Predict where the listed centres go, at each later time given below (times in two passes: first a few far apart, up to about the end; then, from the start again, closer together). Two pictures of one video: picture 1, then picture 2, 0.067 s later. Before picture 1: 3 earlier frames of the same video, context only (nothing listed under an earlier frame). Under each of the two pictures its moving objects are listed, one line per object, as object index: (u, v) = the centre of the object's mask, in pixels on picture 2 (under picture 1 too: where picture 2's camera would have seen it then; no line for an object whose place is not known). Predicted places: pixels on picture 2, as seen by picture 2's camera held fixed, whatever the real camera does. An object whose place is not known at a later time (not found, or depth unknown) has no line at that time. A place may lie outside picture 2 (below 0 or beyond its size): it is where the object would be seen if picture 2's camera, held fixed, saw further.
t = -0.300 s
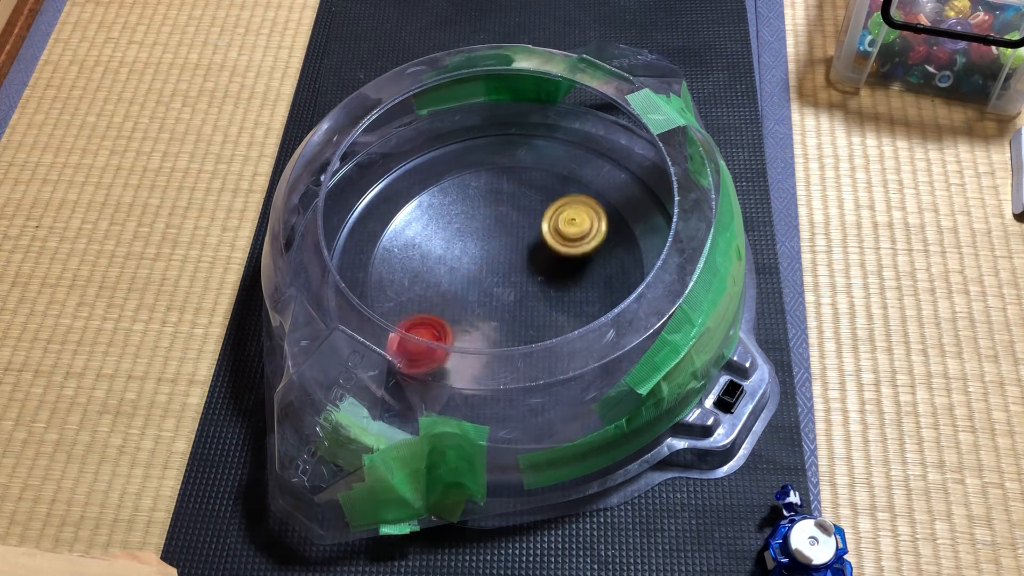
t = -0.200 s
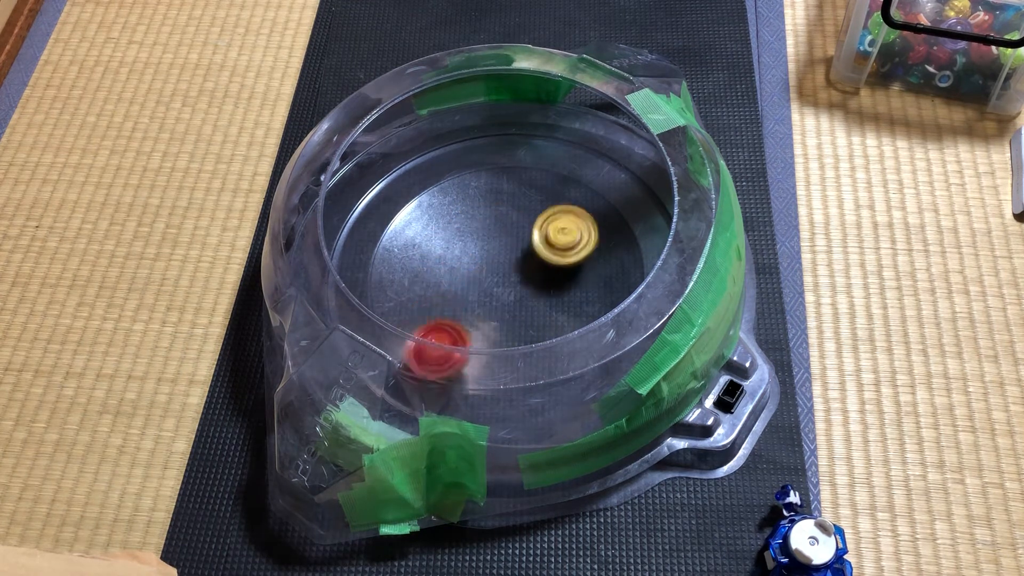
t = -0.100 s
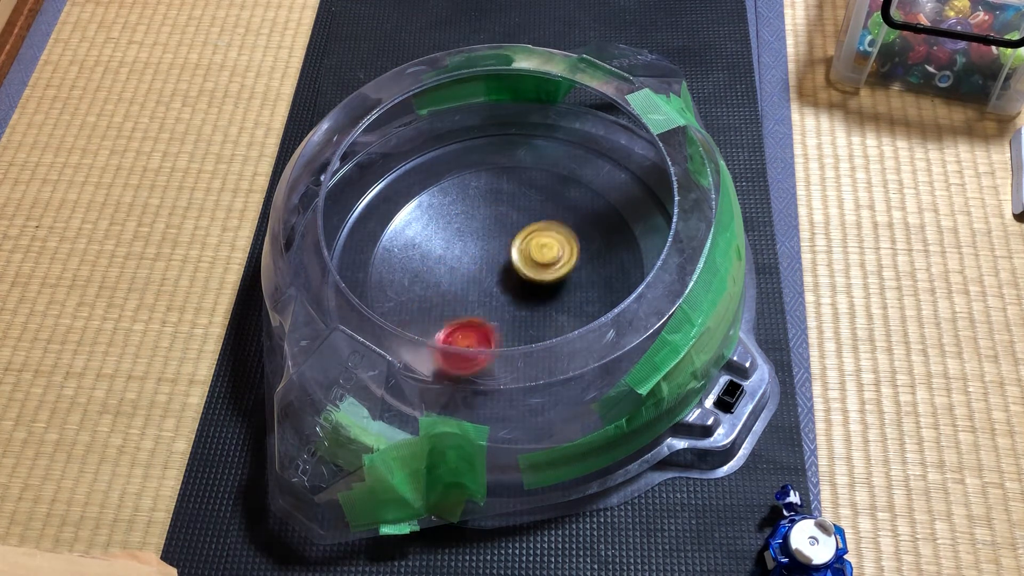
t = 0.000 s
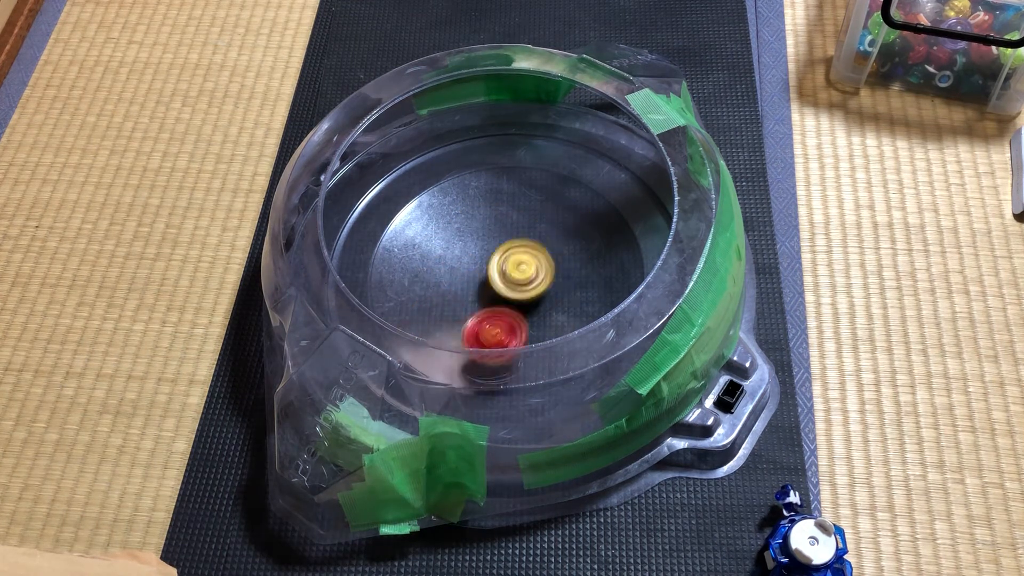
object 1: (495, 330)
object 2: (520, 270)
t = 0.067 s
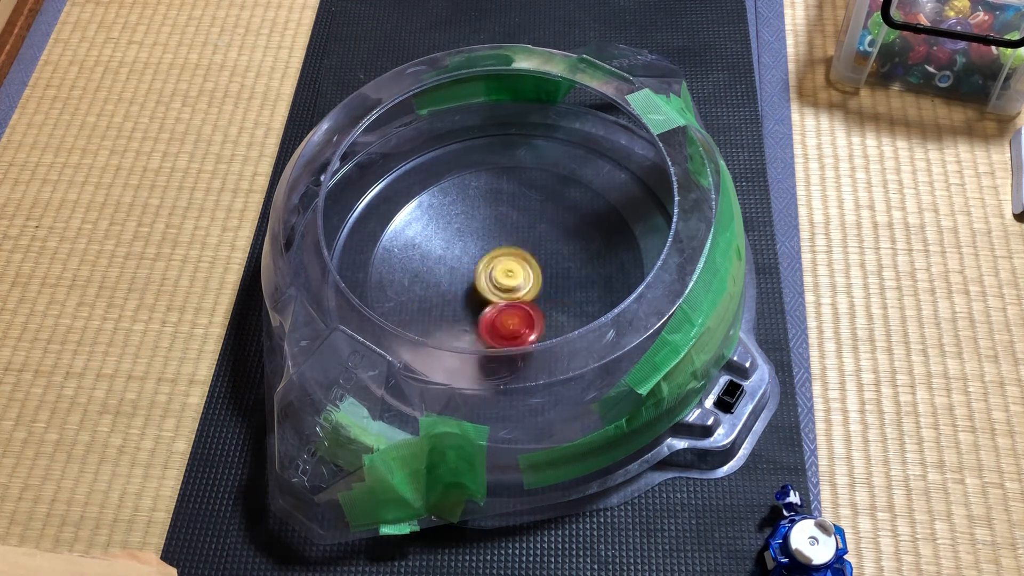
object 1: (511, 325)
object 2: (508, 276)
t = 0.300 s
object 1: (557, 316)
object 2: (485, 240)
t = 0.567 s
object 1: (559, 288)
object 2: (500, 257)
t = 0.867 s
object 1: (560, 272)
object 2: (468, 261)
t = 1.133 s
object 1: (552, 265)
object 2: (477, 267)
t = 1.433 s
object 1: (547, 253)
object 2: (481, 270)
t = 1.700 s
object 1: (550, 253)
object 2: (474, 271)
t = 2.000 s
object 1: (539, 262)
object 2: (473, 277)
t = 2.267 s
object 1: (532, 259)
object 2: (470, 279)
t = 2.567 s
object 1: (547, 248)
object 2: (500, 290)
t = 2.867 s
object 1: (549, 240)
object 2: (518, 297)
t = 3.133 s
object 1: (533, 233)
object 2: (500, 294)
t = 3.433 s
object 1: (515, 232)
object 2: (476, 283)
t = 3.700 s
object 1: (517, 229)
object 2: (484, 294)
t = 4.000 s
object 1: (529, 237)
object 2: (520, 293)
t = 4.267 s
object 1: (514, 242)
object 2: (550, 287)
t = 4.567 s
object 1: (476, 250)
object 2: (533, 285)
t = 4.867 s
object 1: (446, 260)
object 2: (517, 280)
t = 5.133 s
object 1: (461, 274)
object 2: (527, 287)
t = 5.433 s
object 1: (473, 265)
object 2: (526, 287)
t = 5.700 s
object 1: (473, 263)
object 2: (526, 287)
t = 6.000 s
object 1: (473, 263)
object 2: (526, 287)
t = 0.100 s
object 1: (520, 325)
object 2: (502, 268)
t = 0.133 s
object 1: (529, 326)
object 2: (495, 258)
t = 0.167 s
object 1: (536, 326)
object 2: (491, 250)
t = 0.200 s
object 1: (544, 323)
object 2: (488, 243)
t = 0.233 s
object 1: (549, 321)
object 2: (485, 240)
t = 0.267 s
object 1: (554, 318)
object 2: (485, 238)
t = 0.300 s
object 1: (557, 316)
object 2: (485, 240)
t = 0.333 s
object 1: (558, 313)
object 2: (487, 241)
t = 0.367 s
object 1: (559, 310)
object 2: (489, 243)
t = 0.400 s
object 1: (560, 306)
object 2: (491, 246)
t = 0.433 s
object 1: (559, 302)
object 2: (494, 248)
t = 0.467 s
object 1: (558, 298)
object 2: (496, 252)
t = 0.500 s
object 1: (557, 293)
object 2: (499, 254)
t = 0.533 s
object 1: (556, 290)
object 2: (501, 257)
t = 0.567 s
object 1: (559, 288)
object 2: (500, 257)
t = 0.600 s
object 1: (564, 286)
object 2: (495, 257)
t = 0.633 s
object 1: (565, 284)
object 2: (491, 257)
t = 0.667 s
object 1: (562, 282)
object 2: (489, 258)
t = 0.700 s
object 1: (558, 280)
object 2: (489, 260)
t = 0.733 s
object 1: (555, 277)
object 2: (489, 261)
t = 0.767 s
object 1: (556, 276)
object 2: (484, 261)
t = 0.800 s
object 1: (559, 275)
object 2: (476, 260)
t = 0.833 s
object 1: (560, 274)
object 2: (470, 260)
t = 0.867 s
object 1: (560, 272)
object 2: (468, 261)
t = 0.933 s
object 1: (559, 270)
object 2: (470, 262)
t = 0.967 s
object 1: (557, 269)
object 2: (472, 262)
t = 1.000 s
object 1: (555, 268)
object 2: (476, 263)
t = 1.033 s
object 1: (552, 267)
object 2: (479, 264)
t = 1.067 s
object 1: (549, 266)
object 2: (482, 264)
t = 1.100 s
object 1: (550, 265)
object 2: (481, 266)
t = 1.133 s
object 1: (552, 265)
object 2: (477, 267)
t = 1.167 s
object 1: (551, 264)
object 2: (475, 268)
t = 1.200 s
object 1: (548, 263)
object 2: (476, 269)
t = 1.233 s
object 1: (546, 261)
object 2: (478, 269)
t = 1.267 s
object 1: (545, 260)
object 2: (480, 270)
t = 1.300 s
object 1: (548, 258)
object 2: (477, 270)
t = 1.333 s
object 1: (548, 256)
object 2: (478, 270)
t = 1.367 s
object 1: (548, 255)
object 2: (478, 271)
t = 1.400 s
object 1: (547, 254)
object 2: (481, 270)
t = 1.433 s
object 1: (547, 253)
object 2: (481, 270)
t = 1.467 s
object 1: (551, 252)
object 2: (478, 270)
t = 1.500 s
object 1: (551, 252)
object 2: (477, 269)
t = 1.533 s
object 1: (551, 252)
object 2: (477, 269)
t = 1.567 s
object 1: (550, 252)
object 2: (478, 269)
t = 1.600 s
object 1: (548, 252)
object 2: (480, 269)
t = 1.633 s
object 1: (547, 253)
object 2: (481, 269)
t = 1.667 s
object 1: (548, 253)
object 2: (478, 270)
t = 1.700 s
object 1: (550, 253)
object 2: (474, 271)
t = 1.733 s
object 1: (549, 254)
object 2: (473, 272)
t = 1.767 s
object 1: (547, 255)
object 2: (474, 274)
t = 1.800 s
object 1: (544, 257)
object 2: (476, 274)
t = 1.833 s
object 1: (542, 258)
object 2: (476, 275)
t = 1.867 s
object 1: (546, 258)
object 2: (471, 276)
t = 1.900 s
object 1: (546, 259)
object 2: (469, 277)
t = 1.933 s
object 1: (544, 260)
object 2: (469, 277)
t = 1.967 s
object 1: (542, 261)
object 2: (471, 277)
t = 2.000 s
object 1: (539, 262)
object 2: (473, 277)
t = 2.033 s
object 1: (543, 261)
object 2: (469, 277)
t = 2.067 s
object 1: (548, 259)
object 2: (463, 279)
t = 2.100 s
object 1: (548, 259)
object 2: (459, 280)
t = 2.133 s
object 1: (546, 259)
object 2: (459, 281)
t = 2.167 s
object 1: (543, 259)
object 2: (459, 280)
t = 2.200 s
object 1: (539, 259)
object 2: (462, 281)
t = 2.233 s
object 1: (536, 259)
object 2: (466, 280)
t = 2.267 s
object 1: (532, 259)
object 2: (470, 279)
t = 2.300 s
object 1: (530, 259)
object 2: (473, 279)
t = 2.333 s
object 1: (535, 258)
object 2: (473, 280)
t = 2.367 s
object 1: (541, 257)
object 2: (473, 280)
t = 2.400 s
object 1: (542, 256)
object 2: (475, 281)
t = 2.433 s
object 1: (541, 256)
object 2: (479, 281)
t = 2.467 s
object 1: (541, 254)
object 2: (483, 282)
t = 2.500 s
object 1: (543, 252)
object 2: (488, 285)
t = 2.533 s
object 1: (544, 250)
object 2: (494, 287)
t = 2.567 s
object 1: (547, 248)
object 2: (500, 290)
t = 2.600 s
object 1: (550, 245)
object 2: (503, 292)
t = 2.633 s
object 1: (552, 244)
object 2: (508, 294)
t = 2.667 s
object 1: (552, 244)
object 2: (513, 294)
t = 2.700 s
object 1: (552, 244)
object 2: (517, 295)
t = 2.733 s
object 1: (552, 239)
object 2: (519, 298)
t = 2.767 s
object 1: (552, 237)
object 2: (519, 300)
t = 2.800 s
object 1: (551, 238)
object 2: (519, 300)
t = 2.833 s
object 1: (550, 238)
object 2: (519, 298)
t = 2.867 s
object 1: (549, 240)
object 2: (518, 297)
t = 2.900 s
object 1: (548, 241)
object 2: (517, 295)
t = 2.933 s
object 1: (549, 235)
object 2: (513, 298)
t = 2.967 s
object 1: (548, 231)
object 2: (509, 301)
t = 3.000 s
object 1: (547, 229)
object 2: (505, 302)
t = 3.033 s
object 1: (543, 230)
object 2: (504, 302)
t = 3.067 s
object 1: (540, 231)
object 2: (502, 301)
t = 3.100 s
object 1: (537, 232)
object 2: (502, 297)
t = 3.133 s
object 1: (533, 233)
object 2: (500, 294)
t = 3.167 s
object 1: (529, 235)
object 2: (498, 290)
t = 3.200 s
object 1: (525, 235)
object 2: (495, 287)
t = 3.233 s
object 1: (525, 233)
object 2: (491, 286)
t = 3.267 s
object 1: (525, 232)
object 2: (486, 286)
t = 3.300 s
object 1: (522, 232)
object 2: (482, 285)
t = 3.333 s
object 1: (519, 232)
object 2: (478, 283)
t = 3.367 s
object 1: (517, 232)
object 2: (477, 282)
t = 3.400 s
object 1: (516, 232)
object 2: (477, 282)
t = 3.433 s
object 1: (515, 232)
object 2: (476, 283)
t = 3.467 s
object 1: (513, 231)
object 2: (475, 284)
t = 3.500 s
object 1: (512, 232)
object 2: (475, 285)
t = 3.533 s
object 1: (510, 233)
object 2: (475, 286)
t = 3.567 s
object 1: (508, 234)
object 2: (477, 286)
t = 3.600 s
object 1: (511, 234)
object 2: (477, 286)
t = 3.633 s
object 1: (509, 233)
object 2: (480, 287)
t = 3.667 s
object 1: (512, 234)
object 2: (484, 287)
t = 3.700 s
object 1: (517, 229)
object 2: (484, 294)
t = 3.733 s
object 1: (522, 224)
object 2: (487, 298)
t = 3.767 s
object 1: (526, 220)
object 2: (489, 303)
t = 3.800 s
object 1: (529, 220)
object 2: (495, 304)
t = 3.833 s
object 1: (530, 221)
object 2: (499, 306)
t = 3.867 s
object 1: (530, 223)
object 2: (504, 304)
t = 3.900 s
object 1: (530, 225)
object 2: (506, 302)
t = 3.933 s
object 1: (530, 228)
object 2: (511, 299)
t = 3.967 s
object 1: (529, 232)
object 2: (515, 297)
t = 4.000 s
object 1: (529, 237)
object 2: (520, 293)
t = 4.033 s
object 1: (530, 237)
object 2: (521, 293)
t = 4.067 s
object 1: (531, 235)
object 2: (527, 293)
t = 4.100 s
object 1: (530, 236)
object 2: (531, 293)
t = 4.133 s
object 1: (527, 239)
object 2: (537, 290)
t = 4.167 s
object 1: (523, 241)
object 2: (542, 289)
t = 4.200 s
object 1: (519, 241)
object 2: (546, 288)
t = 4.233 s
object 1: (517, 242)
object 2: (549, 288)
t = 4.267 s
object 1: (514, 242)
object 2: (550, 287)
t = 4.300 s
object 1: (512, 243)
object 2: (550, 287)
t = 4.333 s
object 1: (510, 244)
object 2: (549, 287)
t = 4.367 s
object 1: (508, 244)
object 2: (548, 286)
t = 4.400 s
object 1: (503, 242)
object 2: (548, 286)
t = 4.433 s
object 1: (496, 242)
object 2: (548, 285)
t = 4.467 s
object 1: (489, 243)
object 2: (546, 285)
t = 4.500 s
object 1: (484, 245)
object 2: (544, 285)
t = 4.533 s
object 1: (480, 247)
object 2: (539, 285)
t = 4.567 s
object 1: (476, 250)
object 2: (533, 285)
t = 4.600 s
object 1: (473, 252)
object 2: (525, 284)
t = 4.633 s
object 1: (469, 253)
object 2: (519, 283)
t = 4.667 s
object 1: (462, 253)
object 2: (516, 281)
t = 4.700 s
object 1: (457, 253)
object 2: (515, 280)
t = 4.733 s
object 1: (450, 254)
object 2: (515, 280)
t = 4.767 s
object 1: (446, 254)
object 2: (516, 280)
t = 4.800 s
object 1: (443, 255)
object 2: (517, 280)
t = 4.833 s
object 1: (444, 258)
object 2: (517, 281)
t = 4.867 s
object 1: (446, 260)
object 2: (517, 280)
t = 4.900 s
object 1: (450, 263)
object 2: (517, 280)
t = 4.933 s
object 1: (455, 266)
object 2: (518, 280)
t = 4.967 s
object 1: (458, 270)
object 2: (518, 279)
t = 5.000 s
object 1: (455, 270)
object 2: (525, 281)
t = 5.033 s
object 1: (455, 270)
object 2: (530, 282)
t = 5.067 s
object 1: (456, 272)
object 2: (531, 284)
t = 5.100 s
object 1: (458, 274)
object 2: (529, 285)
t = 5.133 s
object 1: (461, 274)
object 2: (527, 287)
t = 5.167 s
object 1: (461, 273)
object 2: (528, 287)
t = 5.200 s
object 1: (463, 272)
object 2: (529, 287)
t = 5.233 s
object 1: (466, 271)
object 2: (529, 287)
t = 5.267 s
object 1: (468, 266)
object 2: (529, 287)
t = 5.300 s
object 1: (469, 263)
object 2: (530, 287)
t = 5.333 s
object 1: (469, 262)
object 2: (529, 288)
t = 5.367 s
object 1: (471, 264)
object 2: (529, 287)
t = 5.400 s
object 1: (472, 265)
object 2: (528, 287)
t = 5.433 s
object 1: (473, 265)
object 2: (526, 287)
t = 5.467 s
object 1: (473, 264)
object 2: (526, 287)
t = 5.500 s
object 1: (473, 263)
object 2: (526, 287)
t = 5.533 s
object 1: (474, 263)
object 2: (526, 287)
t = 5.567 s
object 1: (474, 262)
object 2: (526, 287)
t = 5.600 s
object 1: (474, 262)
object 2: (526, 287)
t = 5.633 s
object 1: (474, 263)
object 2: (526, 287)
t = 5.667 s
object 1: (473, 263)
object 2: (526, 287)
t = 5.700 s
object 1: (473, 263)
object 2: (526, 287)
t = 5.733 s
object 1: (473, 263)
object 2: (526, 287)
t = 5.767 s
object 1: (473, 263)
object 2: (526, 287)
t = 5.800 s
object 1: (473, 263)
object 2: (526, 287)
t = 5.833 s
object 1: (473, 263)
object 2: (526, 287)
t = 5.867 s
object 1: (473, 263)
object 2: (526, 287)
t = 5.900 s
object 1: (473, 263)
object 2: (526, 287)
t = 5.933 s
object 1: (473, 263)
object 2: (526, 287)
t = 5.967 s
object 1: (473, 263)
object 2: (526, 287)
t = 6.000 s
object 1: (473, 263)
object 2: (526, 287)
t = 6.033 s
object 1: (473, 263)
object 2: (526, 287)
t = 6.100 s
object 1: (473, 263)
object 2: (526, 287)
